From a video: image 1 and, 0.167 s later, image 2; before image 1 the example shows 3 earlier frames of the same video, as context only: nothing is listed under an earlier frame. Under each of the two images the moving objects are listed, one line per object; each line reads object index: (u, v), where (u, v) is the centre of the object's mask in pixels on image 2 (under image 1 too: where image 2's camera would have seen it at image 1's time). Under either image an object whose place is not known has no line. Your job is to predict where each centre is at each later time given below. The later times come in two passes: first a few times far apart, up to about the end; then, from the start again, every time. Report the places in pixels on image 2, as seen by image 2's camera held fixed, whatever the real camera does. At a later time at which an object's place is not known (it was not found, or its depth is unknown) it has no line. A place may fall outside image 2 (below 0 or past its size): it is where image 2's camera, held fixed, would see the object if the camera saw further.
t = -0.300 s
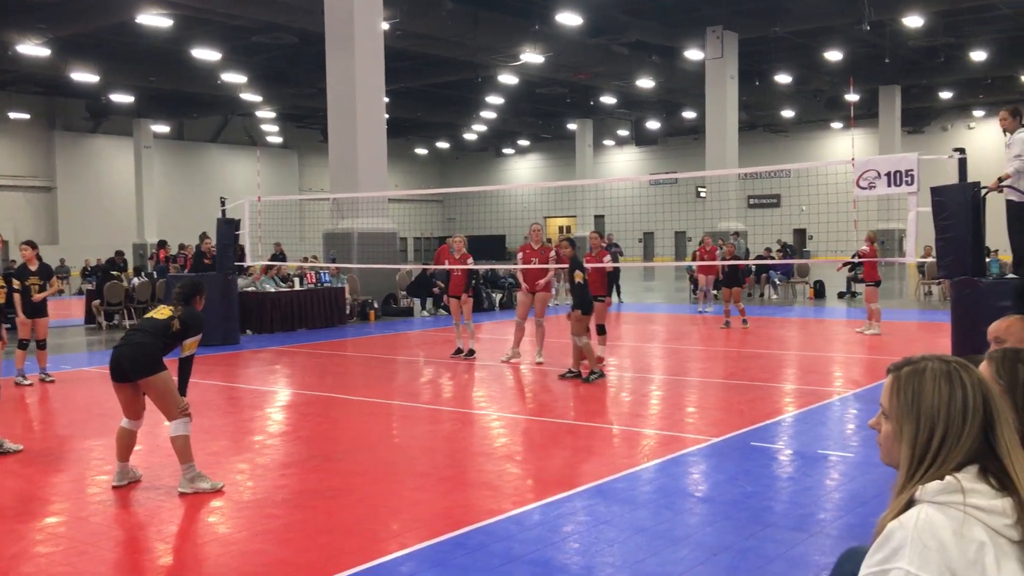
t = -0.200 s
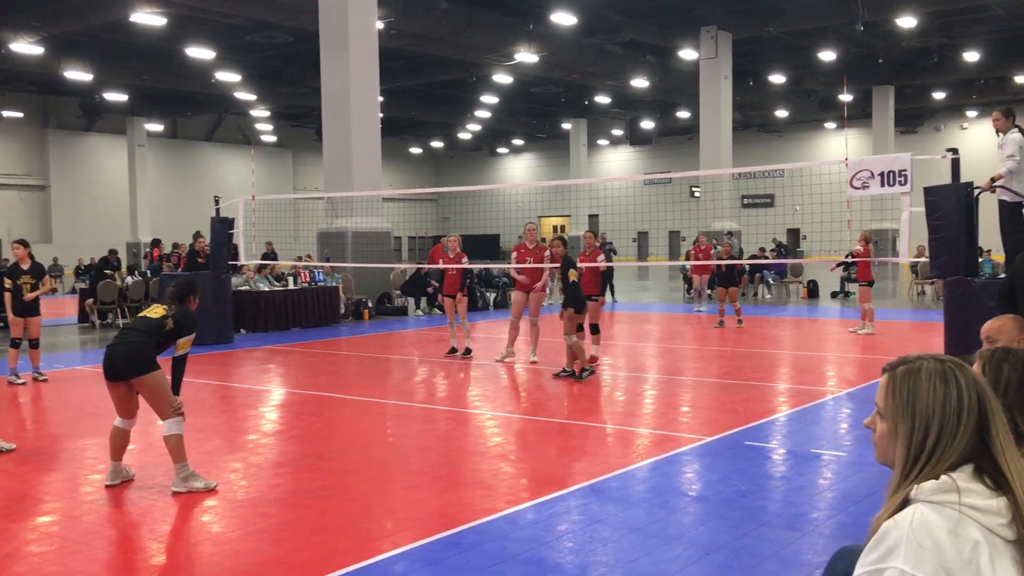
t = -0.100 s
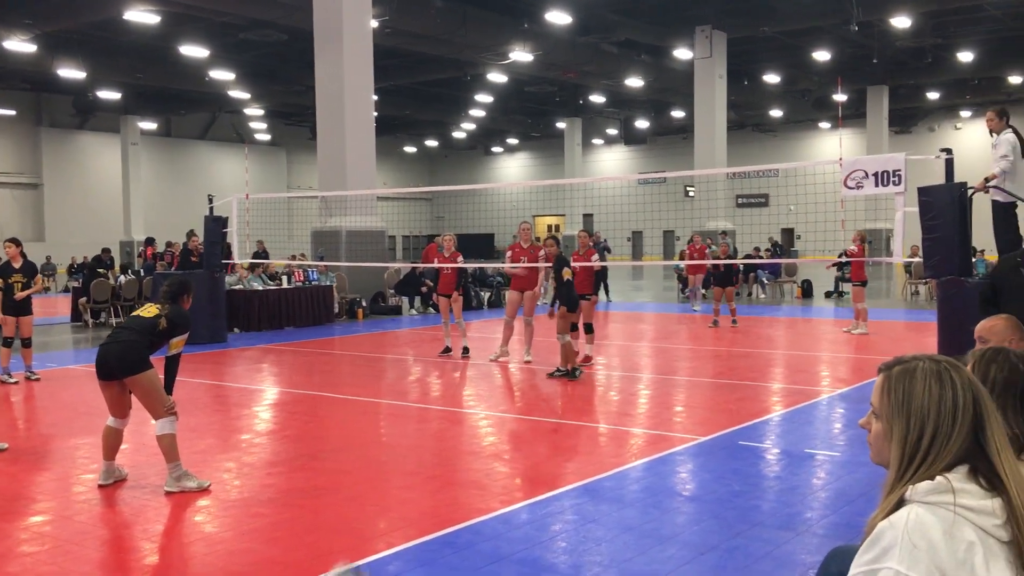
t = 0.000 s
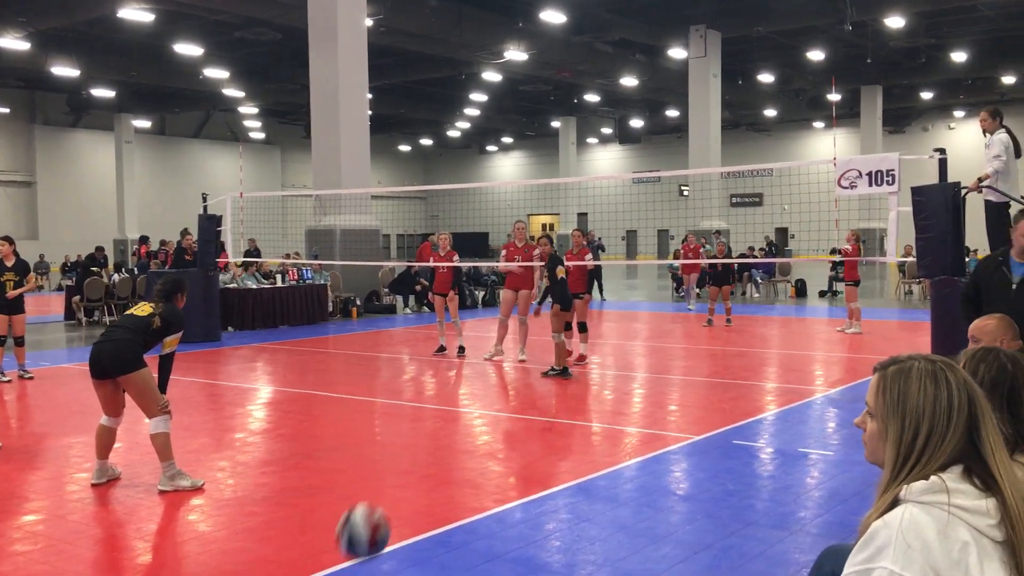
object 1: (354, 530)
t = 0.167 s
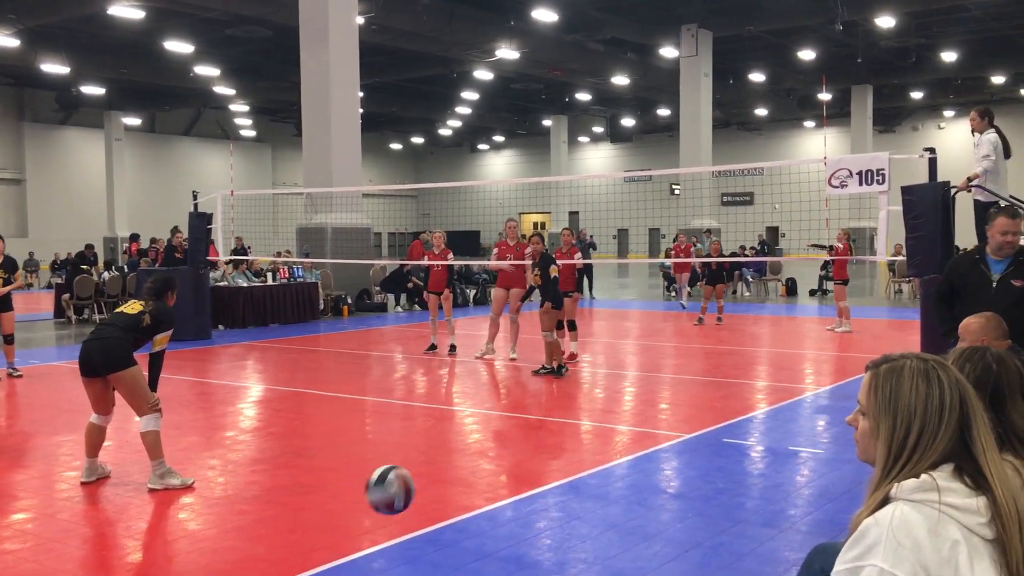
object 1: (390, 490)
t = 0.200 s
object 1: (396, 490)
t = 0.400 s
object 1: (432, 536)
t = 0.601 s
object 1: (459, 464)
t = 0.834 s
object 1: (487, 471)
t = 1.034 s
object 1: (506, 442)
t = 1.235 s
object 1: (524, 444)
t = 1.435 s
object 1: (537, 424)
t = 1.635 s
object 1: (550, 423)
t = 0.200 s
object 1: (396, 490)
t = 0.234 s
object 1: (402, 493)
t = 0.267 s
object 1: (409, 498)
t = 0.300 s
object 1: (415, 505)
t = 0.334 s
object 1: (420, 512)
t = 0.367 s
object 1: (426, 523)
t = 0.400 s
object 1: (432, 536)
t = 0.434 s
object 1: (437, 521)
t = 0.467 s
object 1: (441, 505)
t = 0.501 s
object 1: (446, 492)
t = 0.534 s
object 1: (450, 480)
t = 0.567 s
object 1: (455, 472)
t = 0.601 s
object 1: (459, 464)
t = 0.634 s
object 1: (463, 459)
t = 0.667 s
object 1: (468, 457)
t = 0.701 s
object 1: (472, 456)
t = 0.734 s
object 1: (475, 457)
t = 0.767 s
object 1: (479, 460)
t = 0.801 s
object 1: (483, 465)
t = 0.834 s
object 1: (487, 471)
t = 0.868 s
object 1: (490, 479)
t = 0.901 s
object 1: (494, 475)
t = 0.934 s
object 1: (497, 464)
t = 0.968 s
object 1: (500, 454)
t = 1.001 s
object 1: (503, 447)
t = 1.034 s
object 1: (506, 442)
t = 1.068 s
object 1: (509, 438)
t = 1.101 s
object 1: (512, 436)
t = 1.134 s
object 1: (515, 436)
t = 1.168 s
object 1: (518, 436)
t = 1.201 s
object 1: (521, 439)
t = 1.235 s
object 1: (524, 444)
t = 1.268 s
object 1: (526, 450)
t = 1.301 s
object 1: (528, 444)
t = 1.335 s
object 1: (531, 436)
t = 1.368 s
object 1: (533, 431)
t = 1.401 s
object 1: (535, 427)
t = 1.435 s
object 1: (537, 424)
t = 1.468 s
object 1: (540, 423)
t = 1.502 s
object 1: (542, 423)
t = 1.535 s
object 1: (544, 425)
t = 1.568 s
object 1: (546, 429)
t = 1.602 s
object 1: (548, 430)
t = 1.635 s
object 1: (550, 423)
